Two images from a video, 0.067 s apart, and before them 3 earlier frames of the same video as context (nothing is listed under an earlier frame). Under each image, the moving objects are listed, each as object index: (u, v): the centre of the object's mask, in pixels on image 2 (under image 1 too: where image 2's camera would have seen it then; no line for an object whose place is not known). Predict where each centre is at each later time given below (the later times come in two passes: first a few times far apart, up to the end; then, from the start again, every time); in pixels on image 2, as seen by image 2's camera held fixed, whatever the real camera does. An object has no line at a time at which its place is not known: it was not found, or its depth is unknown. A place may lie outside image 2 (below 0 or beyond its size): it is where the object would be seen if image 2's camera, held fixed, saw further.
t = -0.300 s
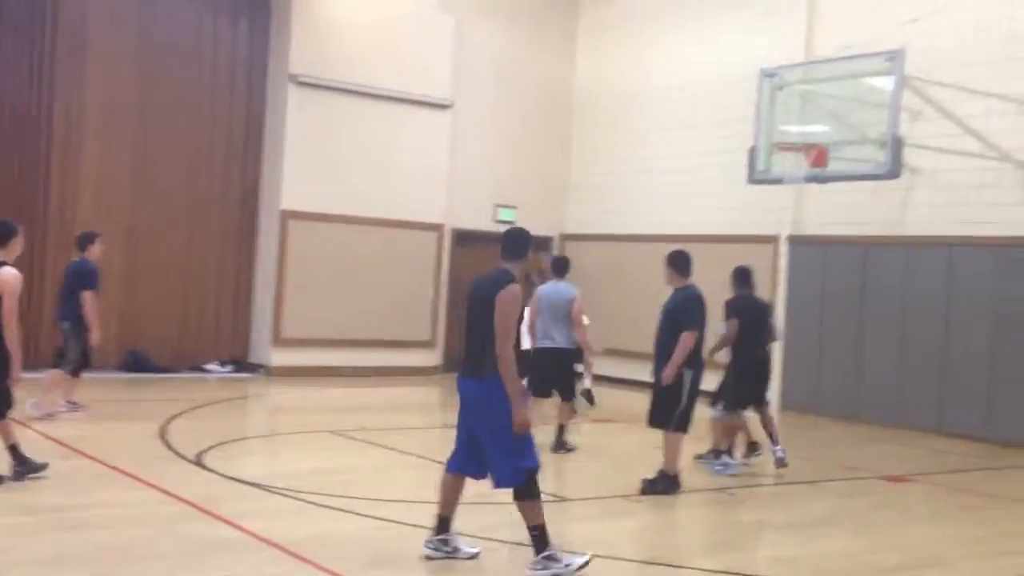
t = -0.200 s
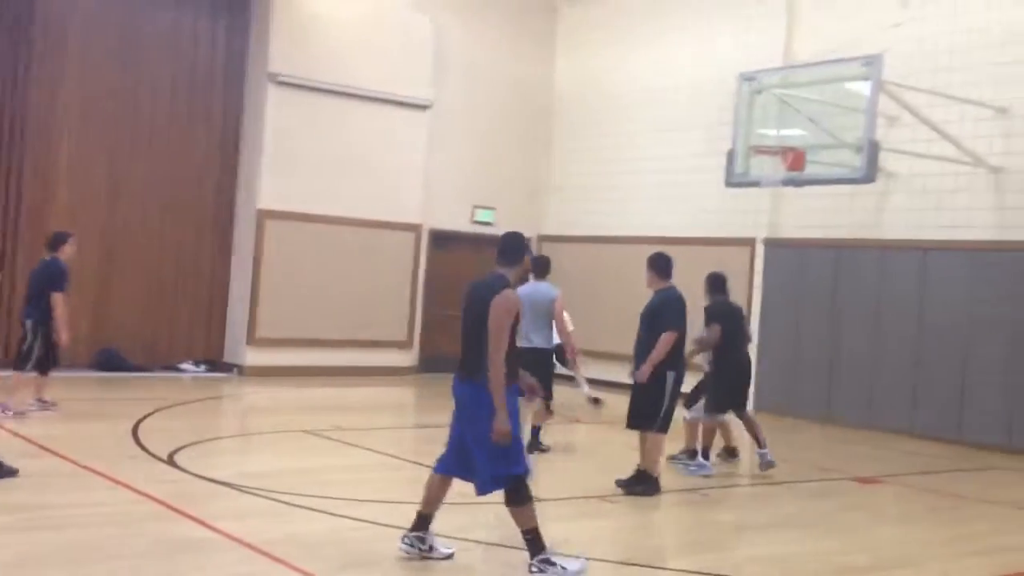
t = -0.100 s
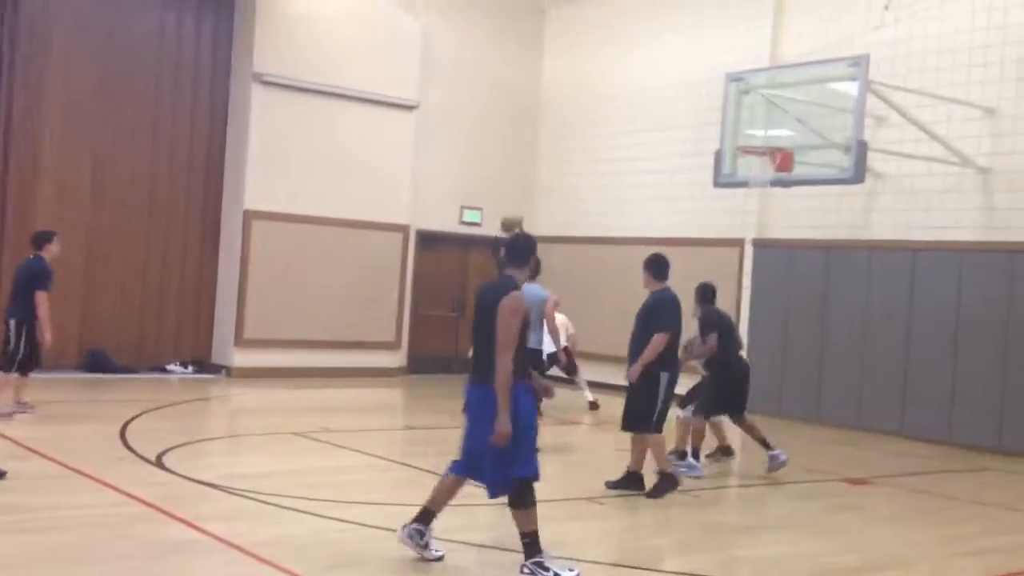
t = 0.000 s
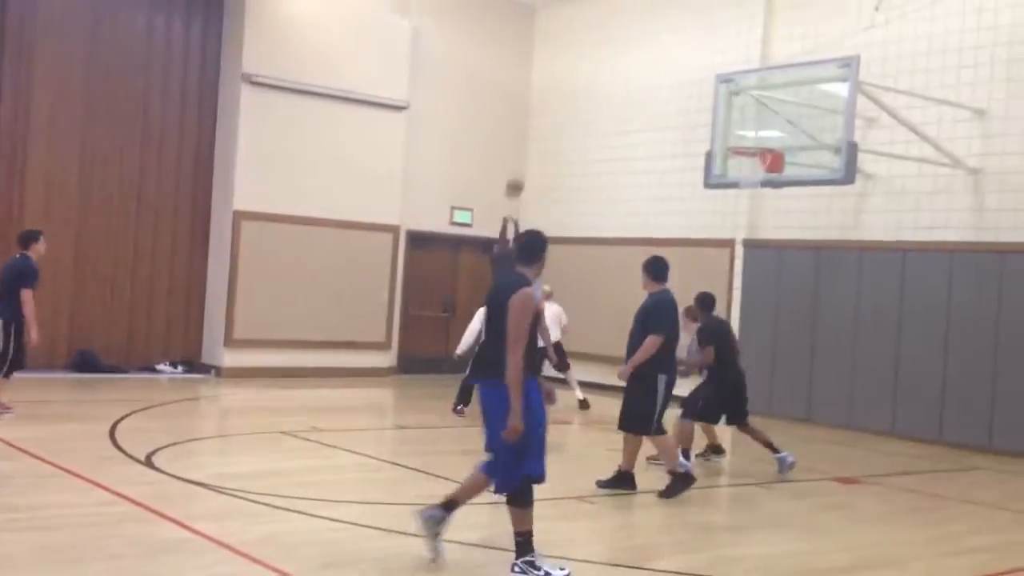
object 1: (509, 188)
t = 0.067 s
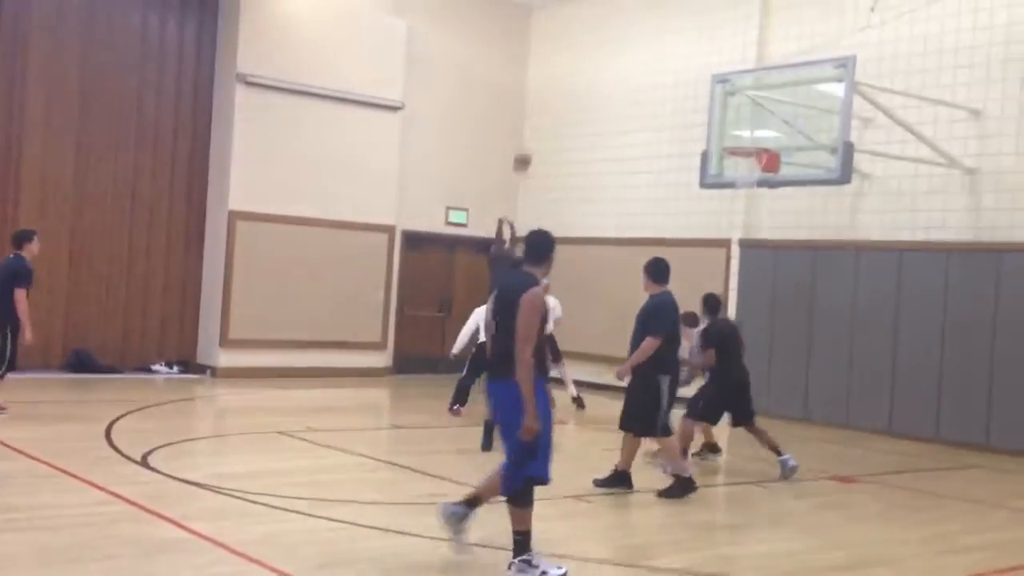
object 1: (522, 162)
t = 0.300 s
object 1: (568, 90)
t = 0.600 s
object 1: (627, 51)
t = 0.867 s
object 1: (681, 78)
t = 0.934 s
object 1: (696, 95)
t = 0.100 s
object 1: (529, 149)
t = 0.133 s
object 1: (535, 137)
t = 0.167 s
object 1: (542, 126)
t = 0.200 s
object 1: (548, 116)
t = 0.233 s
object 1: (554, 107)
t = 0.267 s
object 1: (561, 98)
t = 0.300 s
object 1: (568, 90)
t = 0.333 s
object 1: (574, 82)
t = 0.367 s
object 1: (580, 75)
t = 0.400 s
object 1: (587, 69)
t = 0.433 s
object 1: (594, 64)
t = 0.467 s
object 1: (601, 60)
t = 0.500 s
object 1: (608, 56)
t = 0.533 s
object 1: (614, 53)
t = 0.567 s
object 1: (621, 52)
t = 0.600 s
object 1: (627, 51)
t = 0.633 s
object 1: (634, 51)
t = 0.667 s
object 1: (641, 52)
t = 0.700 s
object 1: (648, 54)
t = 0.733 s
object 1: (654, 57)
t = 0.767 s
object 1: (662, 61)
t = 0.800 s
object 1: (669, 66)
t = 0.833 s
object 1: (674, 71)
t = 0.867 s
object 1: (681, 78)
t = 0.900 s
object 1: (689, 86)
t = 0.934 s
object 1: (696, 95)
